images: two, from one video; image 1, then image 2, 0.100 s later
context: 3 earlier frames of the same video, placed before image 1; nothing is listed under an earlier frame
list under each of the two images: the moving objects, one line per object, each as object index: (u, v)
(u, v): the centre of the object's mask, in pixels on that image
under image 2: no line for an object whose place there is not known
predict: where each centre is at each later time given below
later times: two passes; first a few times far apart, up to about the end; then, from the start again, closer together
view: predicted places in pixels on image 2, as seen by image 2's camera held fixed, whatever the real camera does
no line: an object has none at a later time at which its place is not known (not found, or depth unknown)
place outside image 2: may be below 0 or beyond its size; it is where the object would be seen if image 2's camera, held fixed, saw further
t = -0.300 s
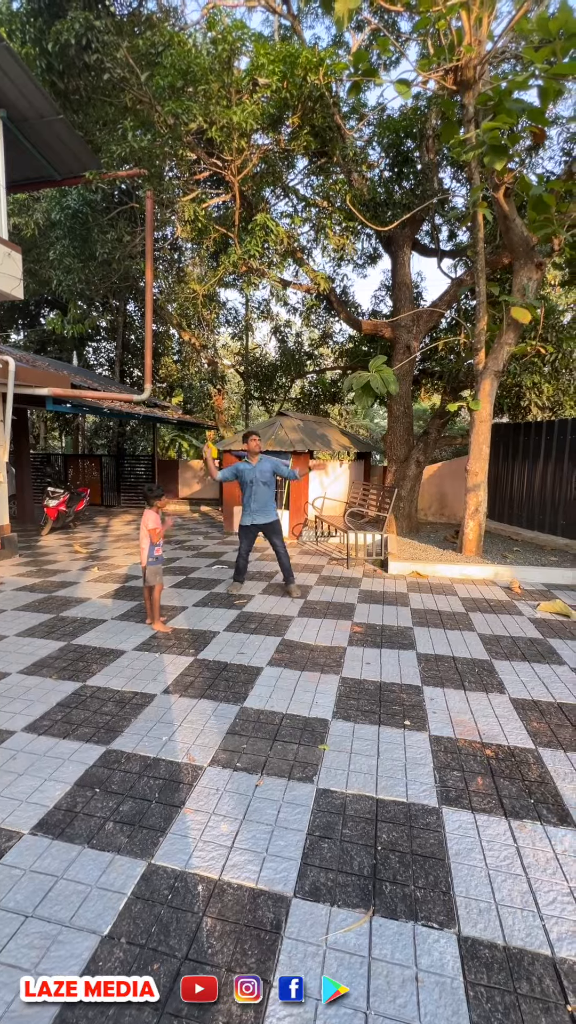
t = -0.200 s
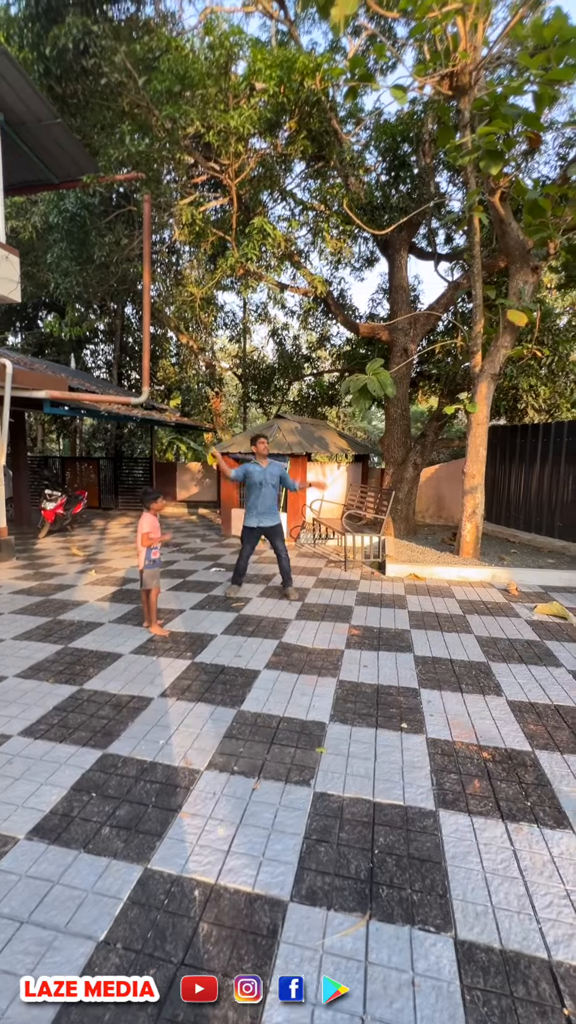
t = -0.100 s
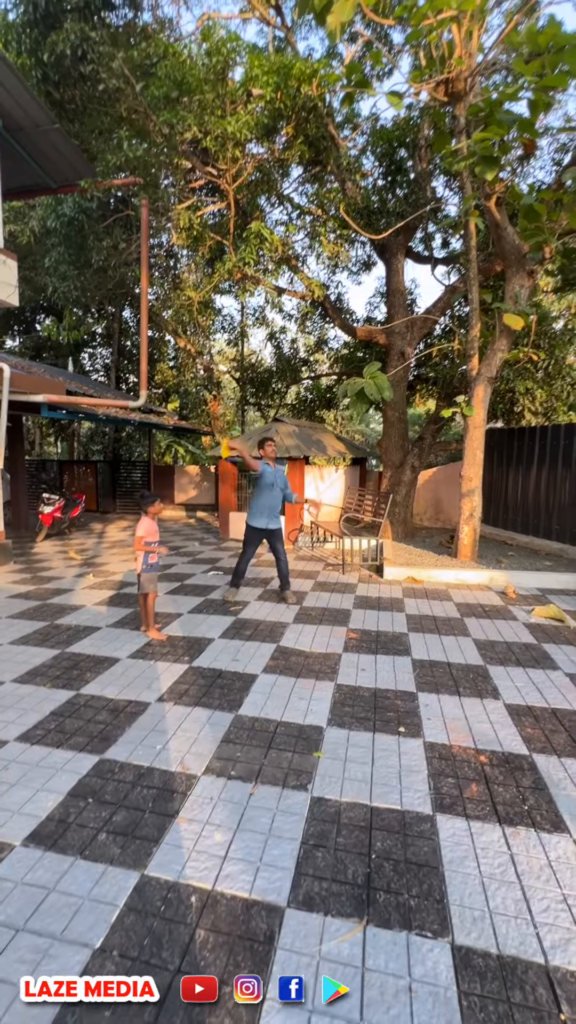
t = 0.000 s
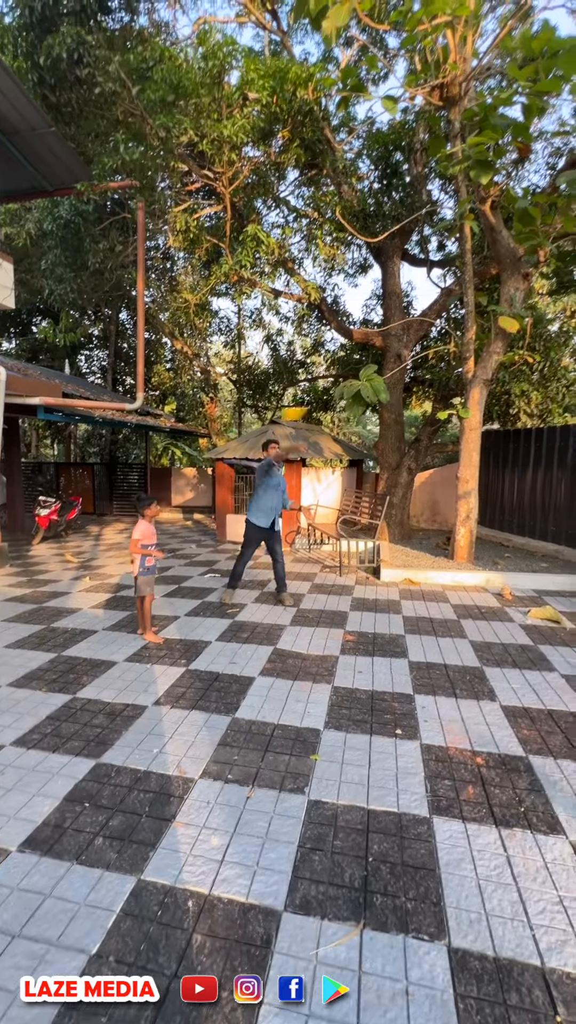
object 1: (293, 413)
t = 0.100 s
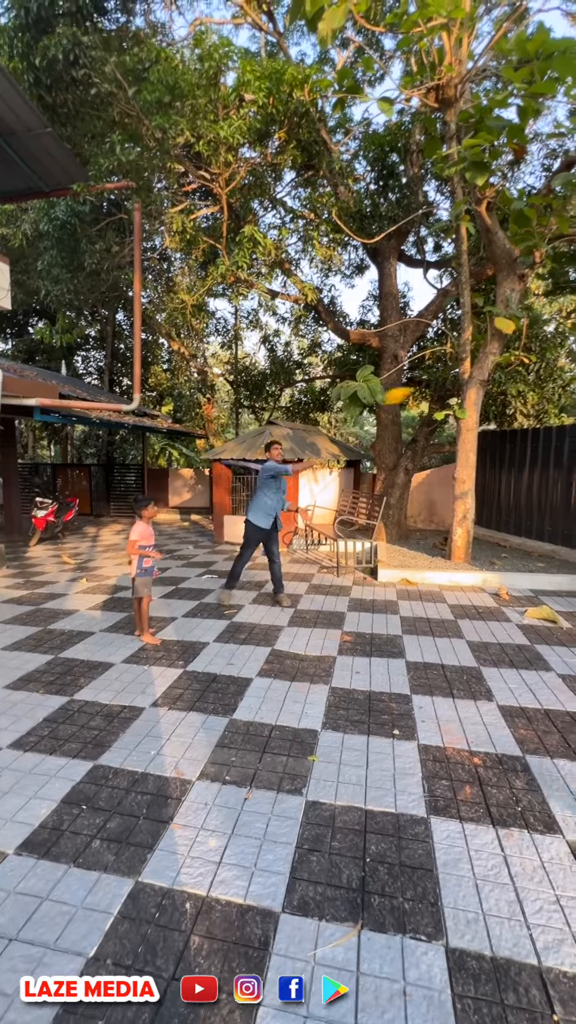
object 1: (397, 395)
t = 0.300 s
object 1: (534, 240)
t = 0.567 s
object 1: (430, 48)
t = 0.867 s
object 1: (266, 58)
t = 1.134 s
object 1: (155, 156)
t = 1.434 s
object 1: (105, 310)
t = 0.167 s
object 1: (461, 365)
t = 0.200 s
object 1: (488, 342)
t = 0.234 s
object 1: (512, 309)
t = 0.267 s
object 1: (527, 274)
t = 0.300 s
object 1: (534, 240)
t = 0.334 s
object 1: (535, 206)
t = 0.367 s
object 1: (529, 167)
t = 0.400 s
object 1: (519, 140)
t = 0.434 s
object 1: (504, 115)
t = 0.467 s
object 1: (487, 94)
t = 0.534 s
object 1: (451, 60)
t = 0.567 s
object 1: (430, 48)
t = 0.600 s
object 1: (412, 40)
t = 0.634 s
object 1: (390, 35)
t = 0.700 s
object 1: (352, 31)
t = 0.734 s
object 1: (333, 34)
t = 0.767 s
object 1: (317, 38)
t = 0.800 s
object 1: (298, 44)
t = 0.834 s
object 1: (281, 50)
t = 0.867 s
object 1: (266, 58)
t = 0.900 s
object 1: (251, 67)
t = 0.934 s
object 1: (236, 75)
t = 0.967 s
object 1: (220, 87)
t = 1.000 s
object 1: (206, 98)
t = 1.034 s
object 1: (192, 111)
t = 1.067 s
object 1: (178, 126)
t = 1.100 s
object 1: (166, 140)
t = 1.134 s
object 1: (155, 156)
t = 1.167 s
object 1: (144, 172)
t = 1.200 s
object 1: (135, 189)
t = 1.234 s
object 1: (126, 207)
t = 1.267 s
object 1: (119, 225)
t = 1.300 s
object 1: (115, 243)
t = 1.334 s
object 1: (110, 260)
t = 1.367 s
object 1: (107, 277)
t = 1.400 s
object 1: (106, 294)
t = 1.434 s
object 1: (105, 310)
